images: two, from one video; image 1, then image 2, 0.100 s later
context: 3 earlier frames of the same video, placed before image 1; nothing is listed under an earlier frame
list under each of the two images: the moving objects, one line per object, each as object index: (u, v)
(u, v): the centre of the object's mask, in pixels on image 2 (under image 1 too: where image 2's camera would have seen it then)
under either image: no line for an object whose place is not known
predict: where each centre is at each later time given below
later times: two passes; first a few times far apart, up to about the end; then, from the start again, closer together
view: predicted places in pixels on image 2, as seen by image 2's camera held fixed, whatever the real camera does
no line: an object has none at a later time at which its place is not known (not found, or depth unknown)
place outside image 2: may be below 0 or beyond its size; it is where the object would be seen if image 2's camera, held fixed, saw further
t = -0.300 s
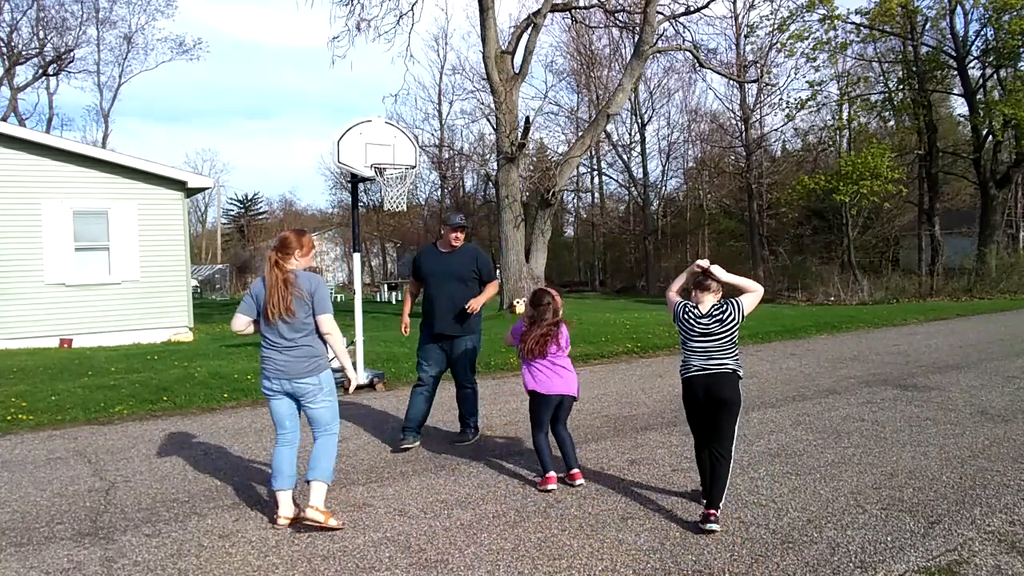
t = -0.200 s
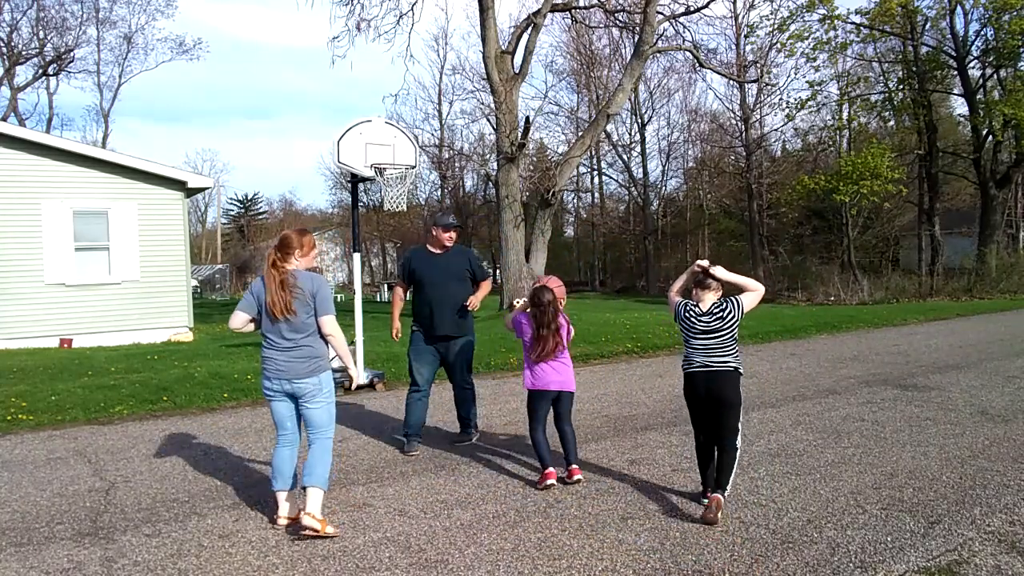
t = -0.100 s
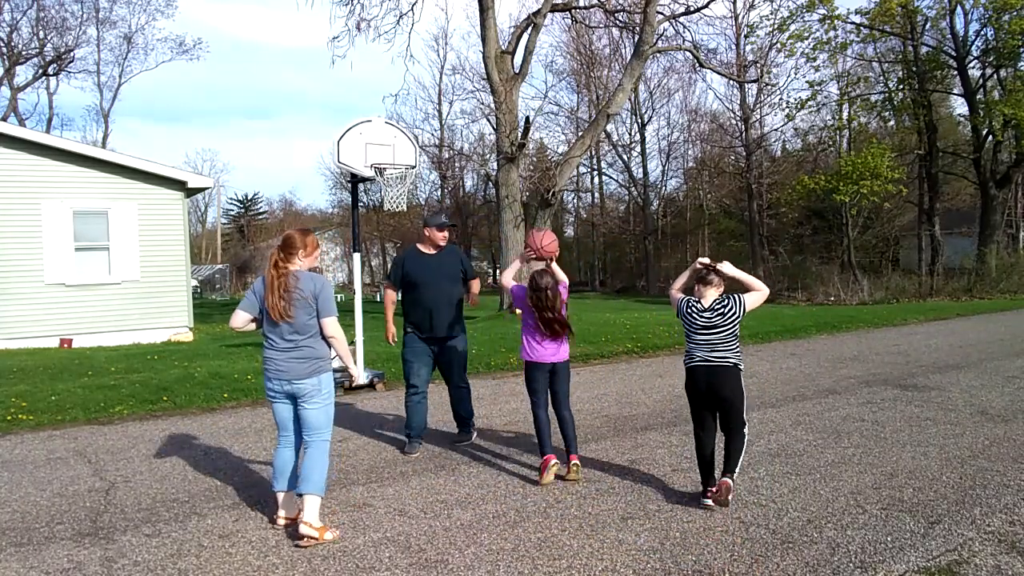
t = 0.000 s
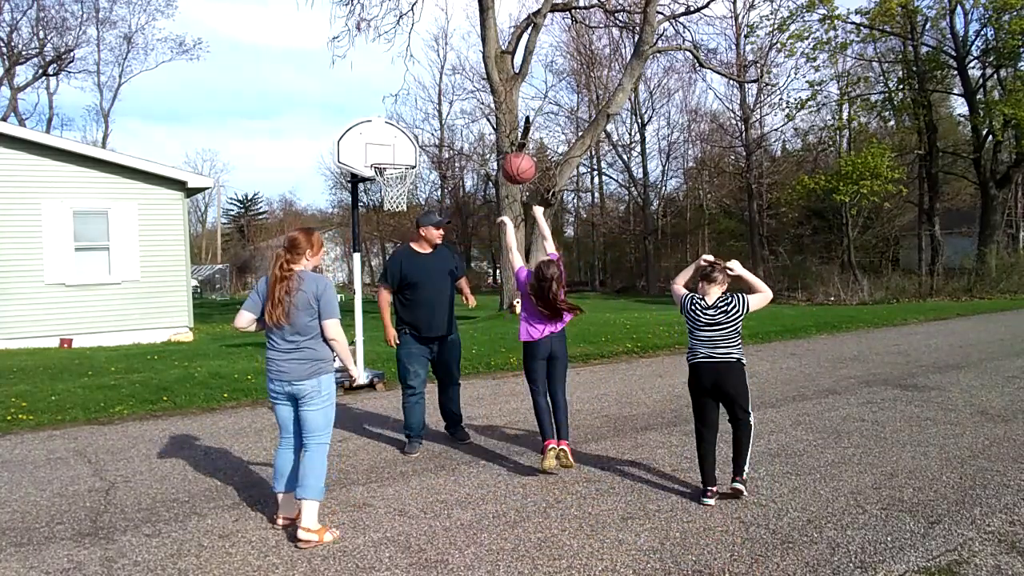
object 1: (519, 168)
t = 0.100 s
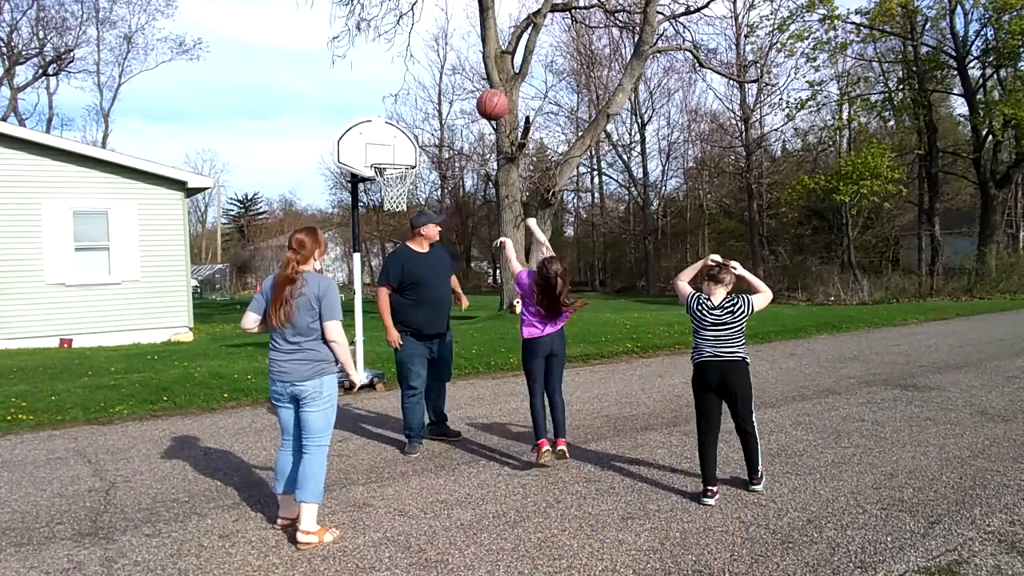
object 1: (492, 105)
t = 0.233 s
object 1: (462, 48)
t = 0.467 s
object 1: (419, 11)
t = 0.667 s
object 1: (390, 28)
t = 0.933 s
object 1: (360, 109)
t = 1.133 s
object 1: (344, 203)
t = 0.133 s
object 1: (484, 88)
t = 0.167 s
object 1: (477, 73)
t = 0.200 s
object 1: (469, 59)
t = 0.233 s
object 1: (462, 48)
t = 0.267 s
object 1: (455, 38)
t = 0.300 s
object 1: (449, 29)
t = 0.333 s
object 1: (442, 23)
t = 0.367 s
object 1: (436, 17)
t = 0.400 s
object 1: (430, 13)
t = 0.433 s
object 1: (425, 12)
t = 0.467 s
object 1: (419, 11)
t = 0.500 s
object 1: (414, 11)
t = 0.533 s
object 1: (409, 11)
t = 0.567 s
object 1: (404, 13)
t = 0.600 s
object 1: (399, 17)
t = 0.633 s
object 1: (395, 22)
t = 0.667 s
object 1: (390, 28)
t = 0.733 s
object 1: (382, 43)
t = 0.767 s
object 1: (378, 51)
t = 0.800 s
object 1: (374, 61)
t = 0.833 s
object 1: (371, 72)
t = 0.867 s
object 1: (367, 83)
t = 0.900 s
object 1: (364, 95)
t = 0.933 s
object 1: (360, 109)
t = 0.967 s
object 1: (358, 122)
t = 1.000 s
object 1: (355, 137)
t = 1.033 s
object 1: (352, 153)
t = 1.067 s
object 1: (349, 169)
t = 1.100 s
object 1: (347, 185)
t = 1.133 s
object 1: (344, 203)
